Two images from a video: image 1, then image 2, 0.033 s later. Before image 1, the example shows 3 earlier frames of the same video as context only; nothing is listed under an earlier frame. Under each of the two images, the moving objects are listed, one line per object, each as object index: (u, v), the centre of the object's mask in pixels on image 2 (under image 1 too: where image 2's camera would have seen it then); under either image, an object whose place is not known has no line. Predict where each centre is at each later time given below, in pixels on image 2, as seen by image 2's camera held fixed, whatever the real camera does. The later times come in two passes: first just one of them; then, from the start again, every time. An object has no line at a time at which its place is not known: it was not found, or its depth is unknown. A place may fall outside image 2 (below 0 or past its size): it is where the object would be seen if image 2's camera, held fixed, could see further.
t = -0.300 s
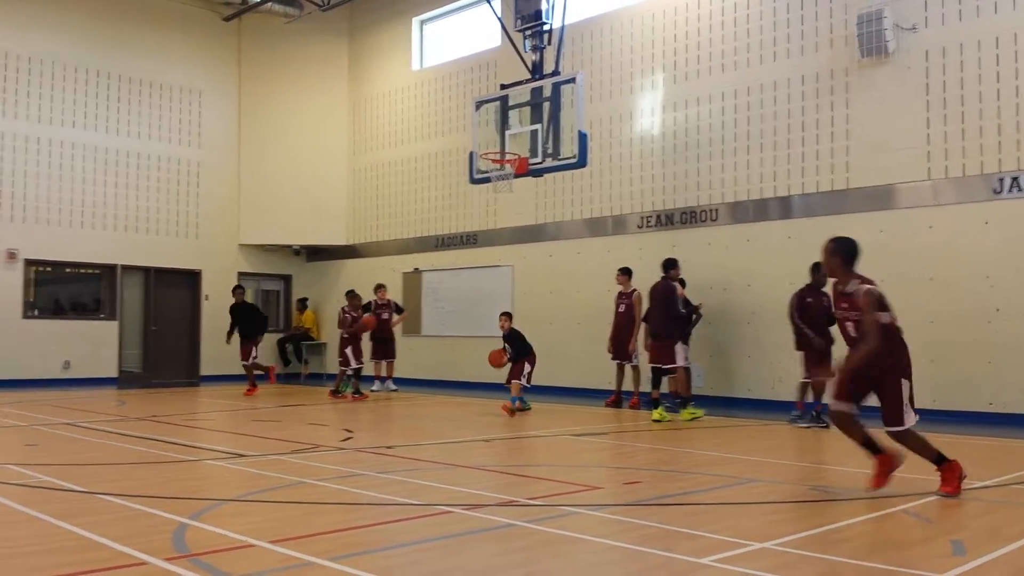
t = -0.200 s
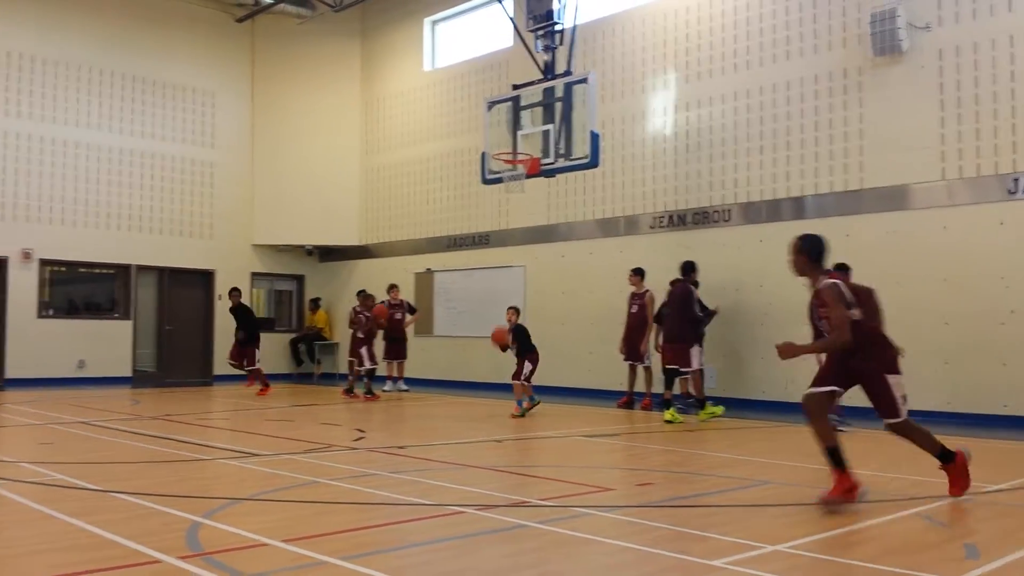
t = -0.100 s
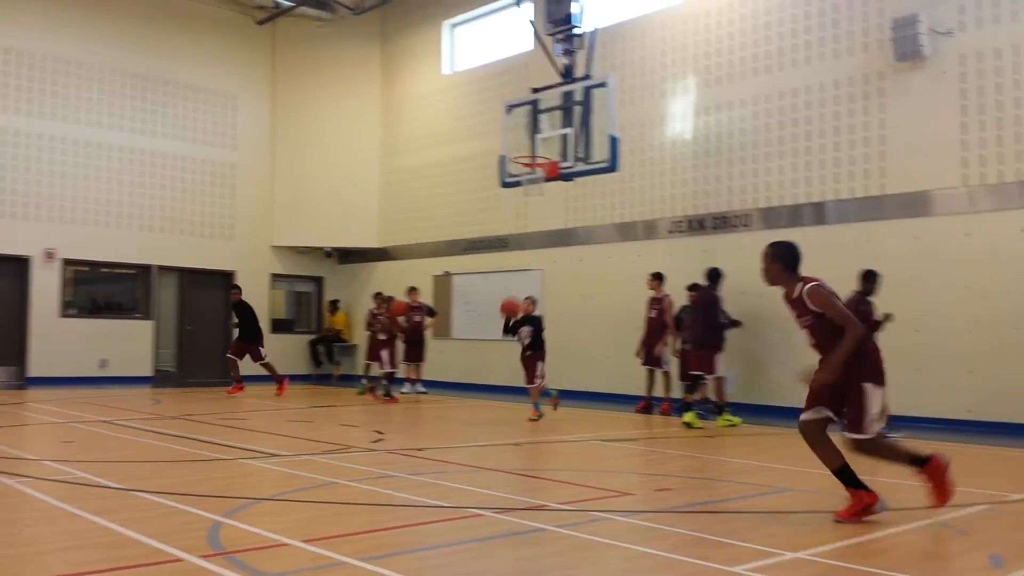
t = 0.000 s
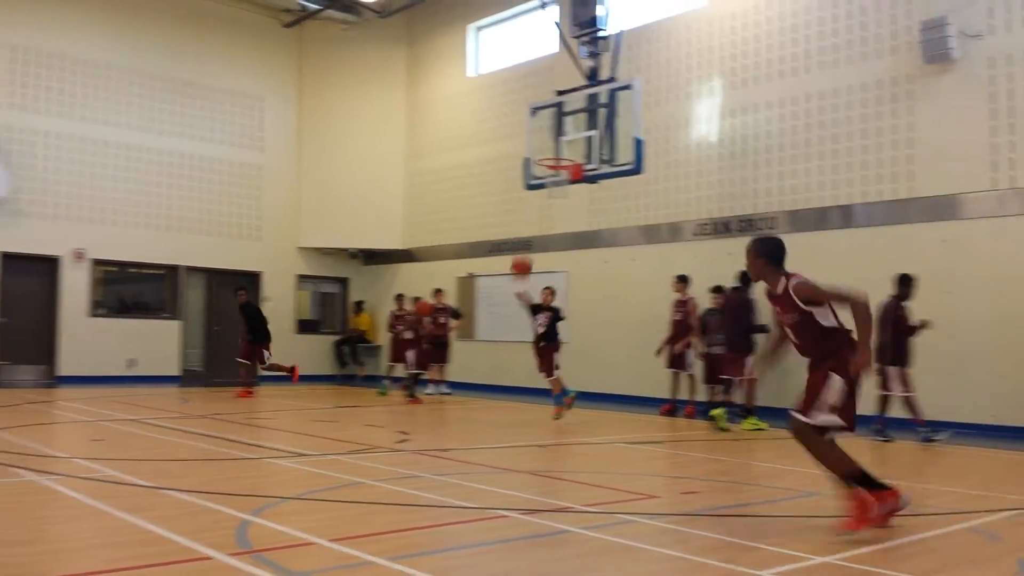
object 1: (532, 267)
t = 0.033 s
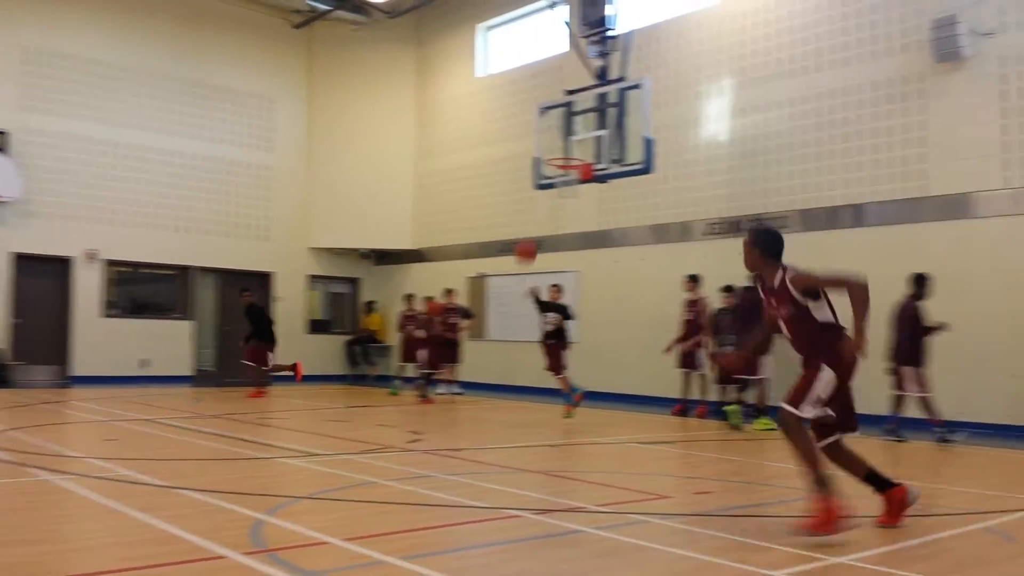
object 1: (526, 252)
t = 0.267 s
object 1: (485, 155)
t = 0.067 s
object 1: (521, 236)
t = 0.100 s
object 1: (516, 222)
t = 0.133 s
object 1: (511, 207)
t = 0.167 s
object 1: (505, 194)
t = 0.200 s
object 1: (499, 180)
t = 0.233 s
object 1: (492, 167)
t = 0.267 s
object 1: (485, 155)
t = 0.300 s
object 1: (478, 143)
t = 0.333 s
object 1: (469, 132)
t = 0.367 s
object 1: (460, 122)
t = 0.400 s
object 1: (451, 113)
